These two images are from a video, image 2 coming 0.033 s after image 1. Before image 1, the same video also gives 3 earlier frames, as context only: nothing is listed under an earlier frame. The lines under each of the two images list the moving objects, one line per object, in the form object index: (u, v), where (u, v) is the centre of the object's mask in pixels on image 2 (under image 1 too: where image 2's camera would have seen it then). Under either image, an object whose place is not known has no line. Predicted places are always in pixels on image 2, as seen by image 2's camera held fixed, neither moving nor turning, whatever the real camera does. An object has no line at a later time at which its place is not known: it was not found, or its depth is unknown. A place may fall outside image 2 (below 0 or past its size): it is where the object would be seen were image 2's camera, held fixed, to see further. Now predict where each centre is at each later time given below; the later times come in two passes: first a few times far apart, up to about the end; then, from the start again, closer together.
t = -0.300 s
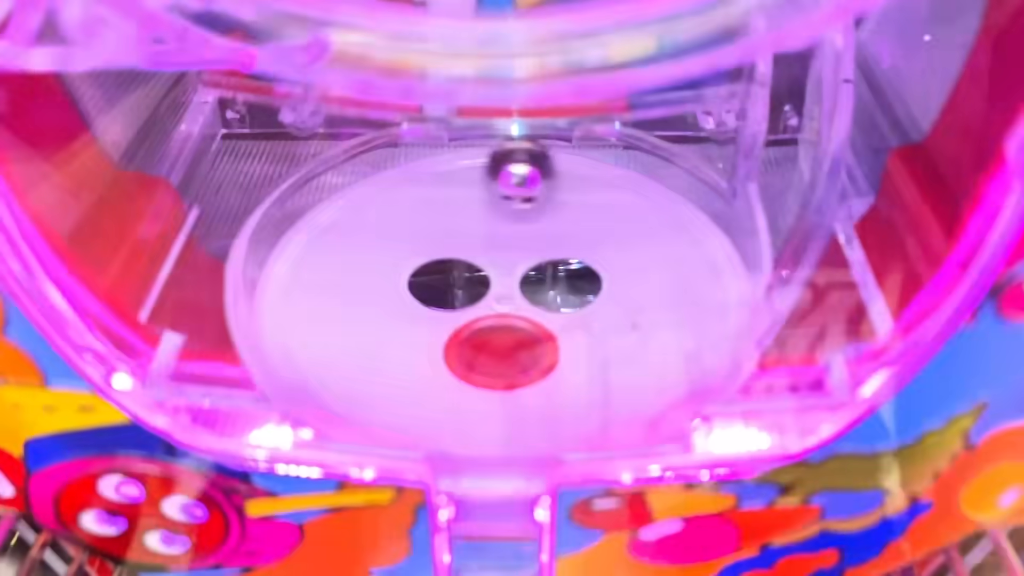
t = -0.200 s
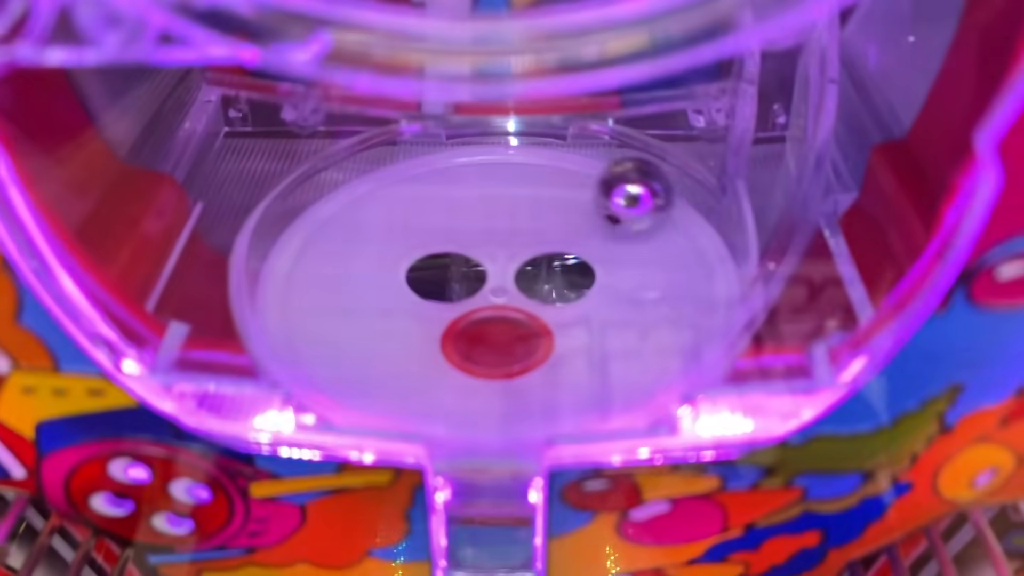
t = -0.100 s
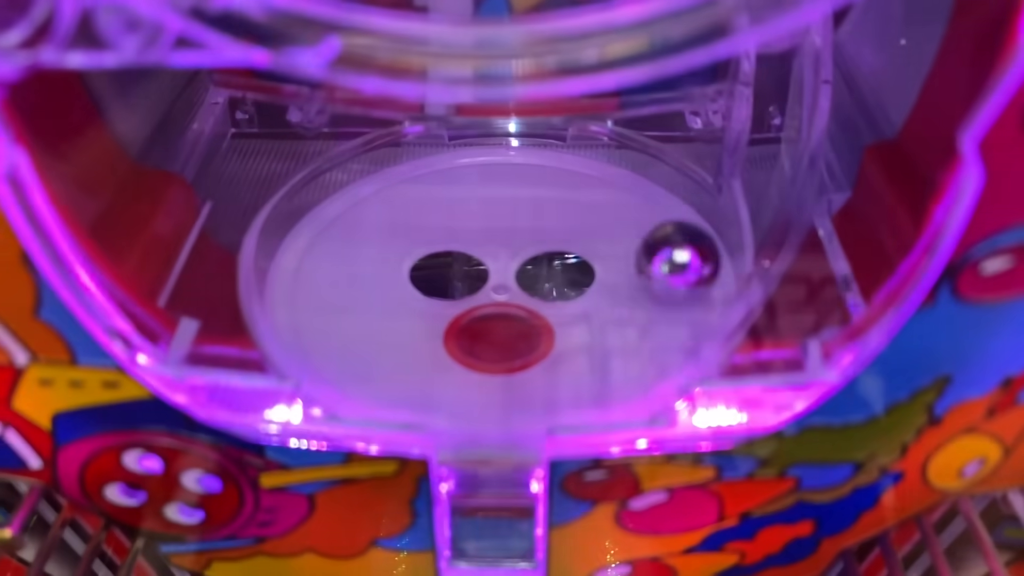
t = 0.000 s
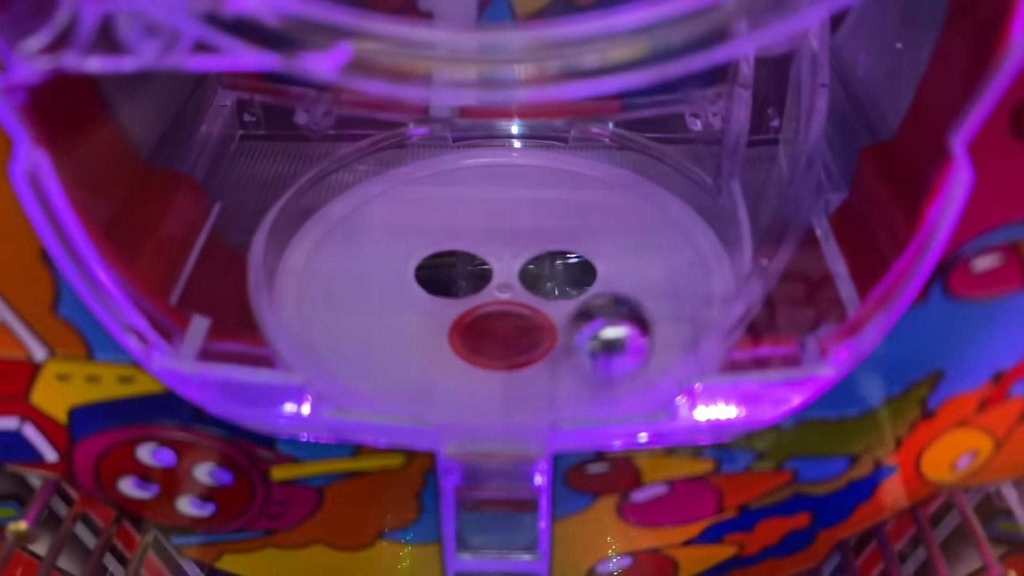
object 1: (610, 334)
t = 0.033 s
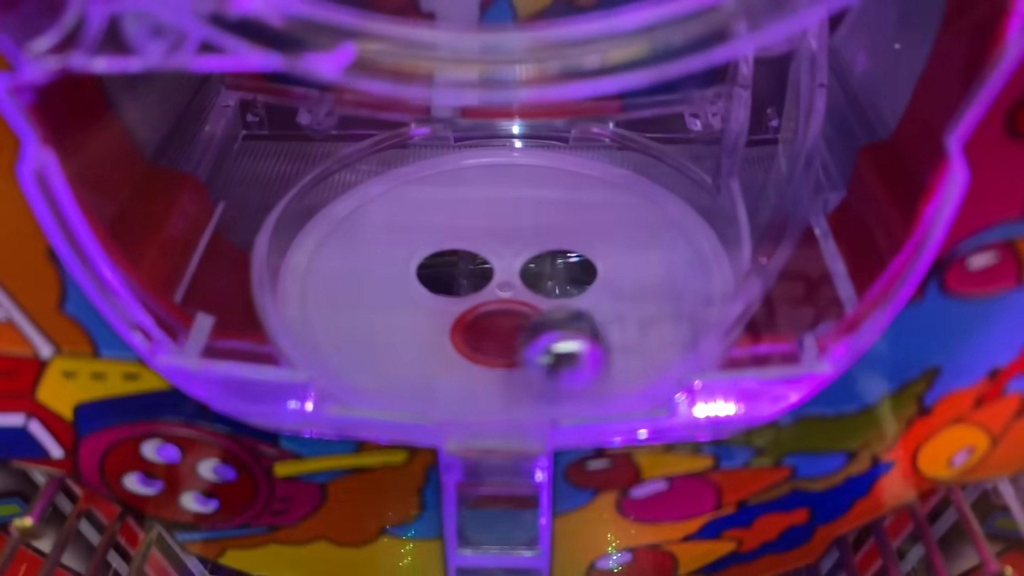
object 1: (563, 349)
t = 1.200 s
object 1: (477, 185)
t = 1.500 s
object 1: (636, 294)
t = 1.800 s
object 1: (339, 275)
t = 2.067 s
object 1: (580, 181)
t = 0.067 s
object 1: (509, 351)
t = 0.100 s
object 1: (457, 357)
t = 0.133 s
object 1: (408, 348)
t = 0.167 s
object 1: (371, 333)
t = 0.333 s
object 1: (372, 217)
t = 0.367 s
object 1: (404, 202)
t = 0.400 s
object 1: (441, 190)
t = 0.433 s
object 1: (481, 181)
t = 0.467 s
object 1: (521, 176)
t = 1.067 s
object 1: (350, 245)
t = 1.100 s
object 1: (373, 226)
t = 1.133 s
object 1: (403, 209)
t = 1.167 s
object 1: (439, 196)
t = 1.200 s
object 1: (477, 185)
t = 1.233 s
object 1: (516, 180)
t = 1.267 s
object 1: (554, 179)
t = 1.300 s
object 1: (590, 183)
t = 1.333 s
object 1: (621, 191)
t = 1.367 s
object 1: (644, 205)
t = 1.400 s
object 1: (659, 223)
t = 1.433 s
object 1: (664, 243)
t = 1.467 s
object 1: (656, 267)
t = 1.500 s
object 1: (636, 294)
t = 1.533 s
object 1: (606, 317)
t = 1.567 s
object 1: (564, 337)
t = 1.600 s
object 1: (518, 346)
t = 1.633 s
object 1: (471, 350)
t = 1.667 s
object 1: (423, 348)
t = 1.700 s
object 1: (384, 338)
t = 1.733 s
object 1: (356, 321)
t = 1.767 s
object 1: (340, 297)
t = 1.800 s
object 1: (339, 275)
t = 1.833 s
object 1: (350, 254)
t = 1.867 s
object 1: (371, 236)
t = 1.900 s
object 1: (400, 220)
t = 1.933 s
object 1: (433, 205)
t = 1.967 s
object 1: (470, 192)
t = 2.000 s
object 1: (507, 184)
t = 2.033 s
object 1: (545, 180)
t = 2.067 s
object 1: (580, 181)
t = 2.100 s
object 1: (610, 188)
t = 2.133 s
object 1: (634, 199)
